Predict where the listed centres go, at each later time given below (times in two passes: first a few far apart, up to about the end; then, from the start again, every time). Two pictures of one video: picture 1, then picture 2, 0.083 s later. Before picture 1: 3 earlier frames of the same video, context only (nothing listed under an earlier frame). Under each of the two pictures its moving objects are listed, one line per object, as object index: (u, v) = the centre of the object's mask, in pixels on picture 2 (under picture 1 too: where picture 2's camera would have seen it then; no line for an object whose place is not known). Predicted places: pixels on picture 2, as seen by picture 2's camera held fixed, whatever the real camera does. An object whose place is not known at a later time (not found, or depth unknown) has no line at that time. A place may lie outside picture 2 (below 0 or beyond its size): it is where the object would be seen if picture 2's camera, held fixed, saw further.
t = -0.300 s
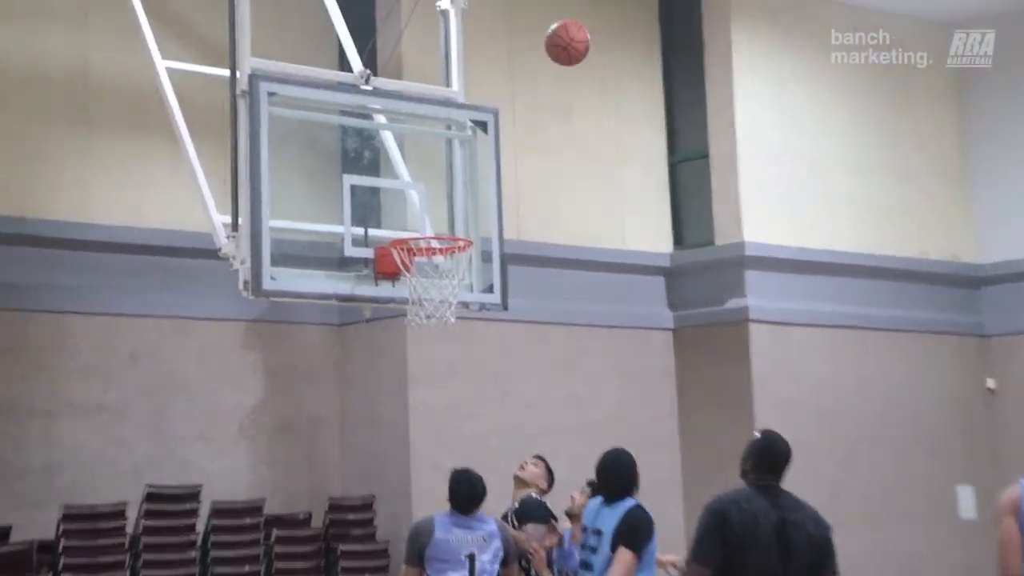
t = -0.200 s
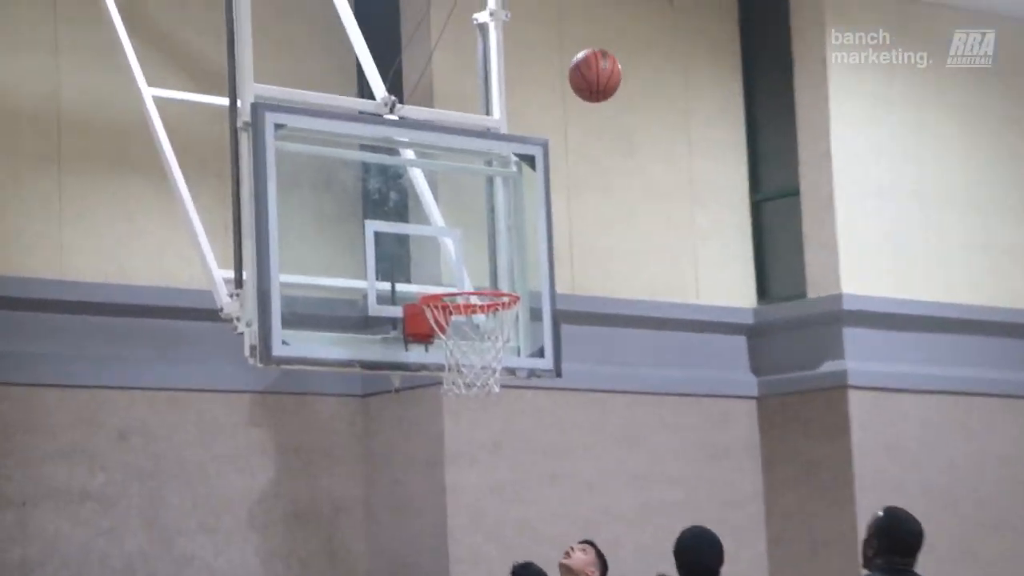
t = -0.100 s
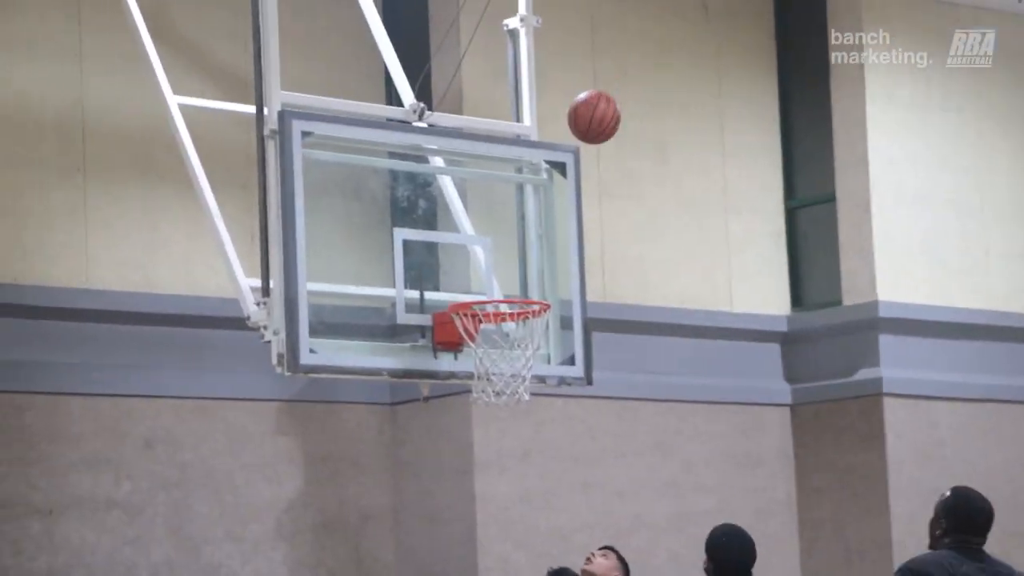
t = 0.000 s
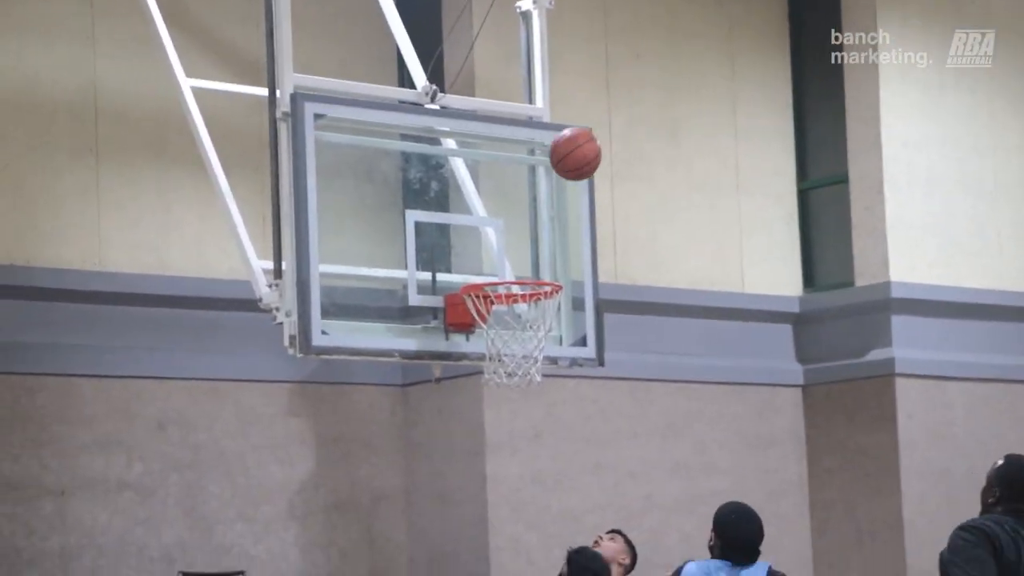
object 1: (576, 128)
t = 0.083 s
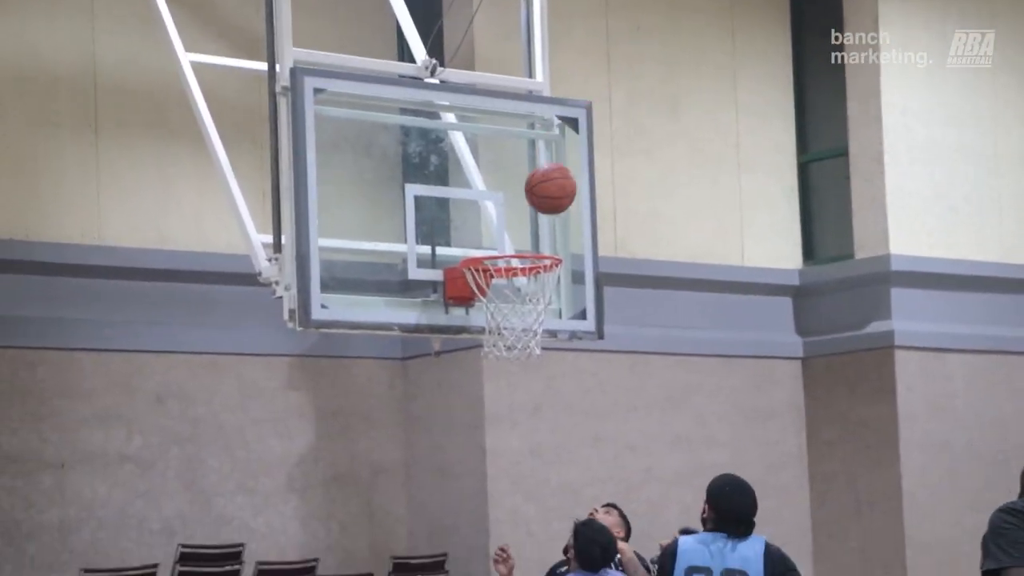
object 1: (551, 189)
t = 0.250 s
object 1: (512, 240)
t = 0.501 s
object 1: (519, 246)
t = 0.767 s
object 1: (501, 330)
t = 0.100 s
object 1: (546, 202)
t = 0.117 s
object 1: (541, 217)
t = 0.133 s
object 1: (537, 232)
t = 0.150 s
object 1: (533, 236)
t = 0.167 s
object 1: (529, 236)
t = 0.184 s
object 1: (525, 237)
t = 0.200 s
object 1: (522, 236)
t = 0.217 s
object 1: (519, 238)
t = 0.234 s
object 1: (515, 239)
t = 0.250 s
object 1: (512, 240)
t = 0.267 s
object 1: (508, 244)
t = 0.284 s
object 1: (506, 250)
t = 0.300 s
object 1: (503, 257)
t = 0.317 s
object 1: (500, 260)
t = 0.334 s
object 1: (503, 258)
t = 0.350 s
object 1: (505, 256)
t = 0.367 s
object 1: (506, 253)
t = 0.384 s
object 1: (509, 246)
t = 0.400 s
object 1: (512, 246)
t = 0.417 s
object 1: (515, 246)
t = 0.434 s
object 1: (518, 246)
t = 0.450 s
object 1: (521, 246)
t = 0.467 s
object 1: (523, 247)
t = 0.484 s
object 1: (522, 247)
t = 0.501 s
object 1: (519, 246)
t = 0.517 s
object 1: (517, 257)
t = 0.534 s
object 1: (514, 258)
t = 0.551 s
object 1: (512, 261)
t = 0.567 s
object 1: (511, 263)
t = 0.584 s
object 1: (508, 266)
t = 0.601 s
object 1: (508, 271)
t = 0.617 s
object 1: (504, 277)
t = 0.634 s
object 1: (504, 283)
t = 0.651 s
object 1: (500, 286)
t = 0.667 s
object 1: (500, 288)
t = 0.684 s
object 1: (504, 293)
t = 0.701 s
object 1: (503, 300)
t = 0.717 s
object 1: (501, 307)
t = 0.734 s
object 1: (501, 313)
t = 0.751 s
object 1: (501, 321)
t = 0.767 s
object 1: (501, 330)
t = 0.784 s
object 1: (502, 338)
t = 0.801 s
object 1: (503, 347)
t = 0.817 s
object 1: (502, 354)
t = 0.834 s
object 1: (502, 365)
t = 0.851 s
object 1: (504, 376)
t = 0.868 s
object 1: (504, 387)
